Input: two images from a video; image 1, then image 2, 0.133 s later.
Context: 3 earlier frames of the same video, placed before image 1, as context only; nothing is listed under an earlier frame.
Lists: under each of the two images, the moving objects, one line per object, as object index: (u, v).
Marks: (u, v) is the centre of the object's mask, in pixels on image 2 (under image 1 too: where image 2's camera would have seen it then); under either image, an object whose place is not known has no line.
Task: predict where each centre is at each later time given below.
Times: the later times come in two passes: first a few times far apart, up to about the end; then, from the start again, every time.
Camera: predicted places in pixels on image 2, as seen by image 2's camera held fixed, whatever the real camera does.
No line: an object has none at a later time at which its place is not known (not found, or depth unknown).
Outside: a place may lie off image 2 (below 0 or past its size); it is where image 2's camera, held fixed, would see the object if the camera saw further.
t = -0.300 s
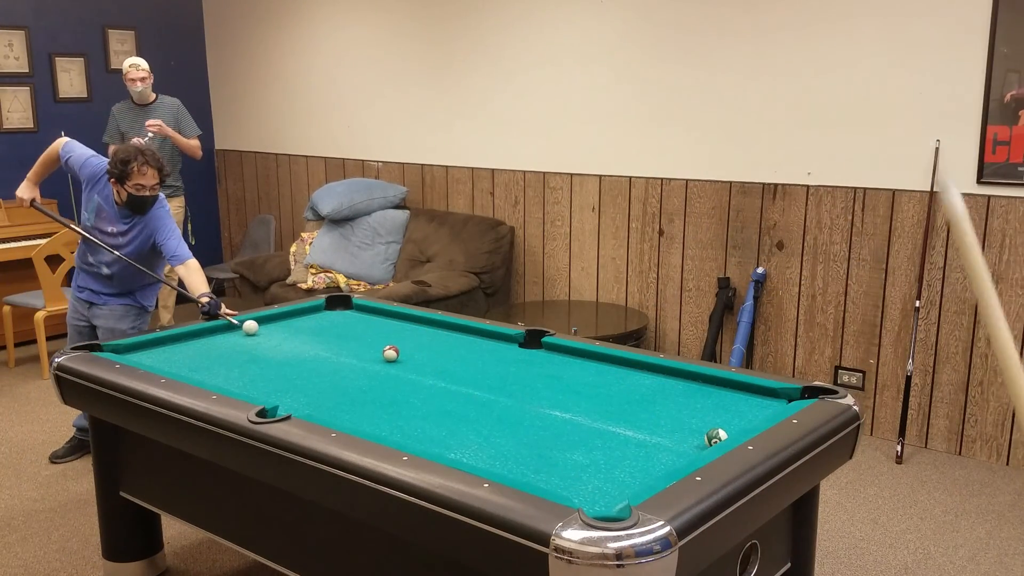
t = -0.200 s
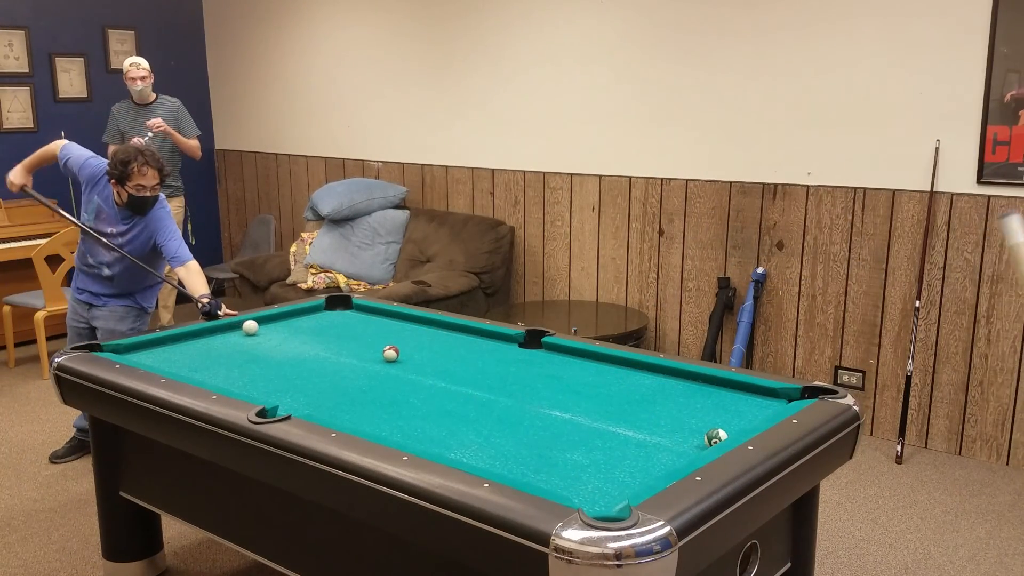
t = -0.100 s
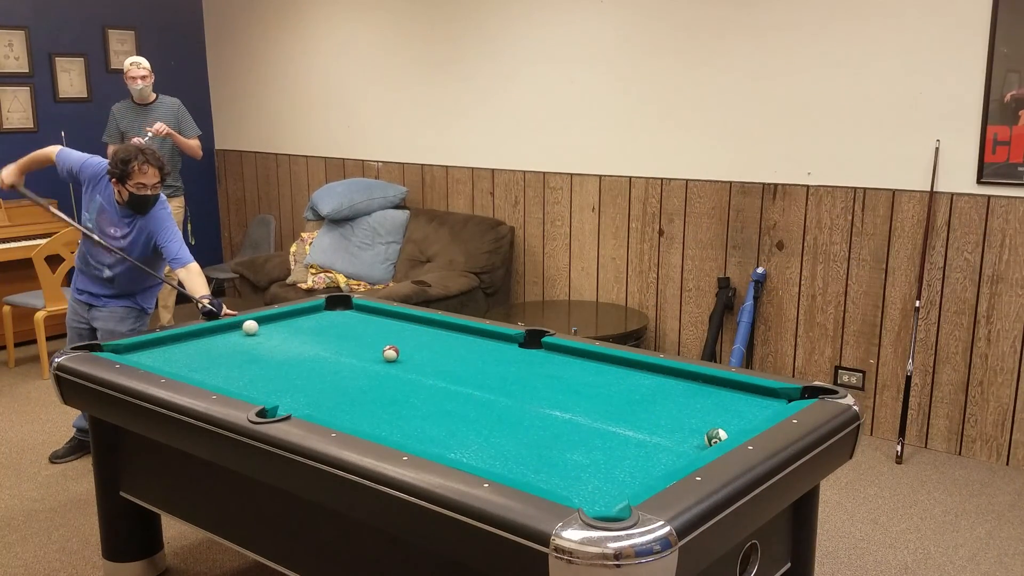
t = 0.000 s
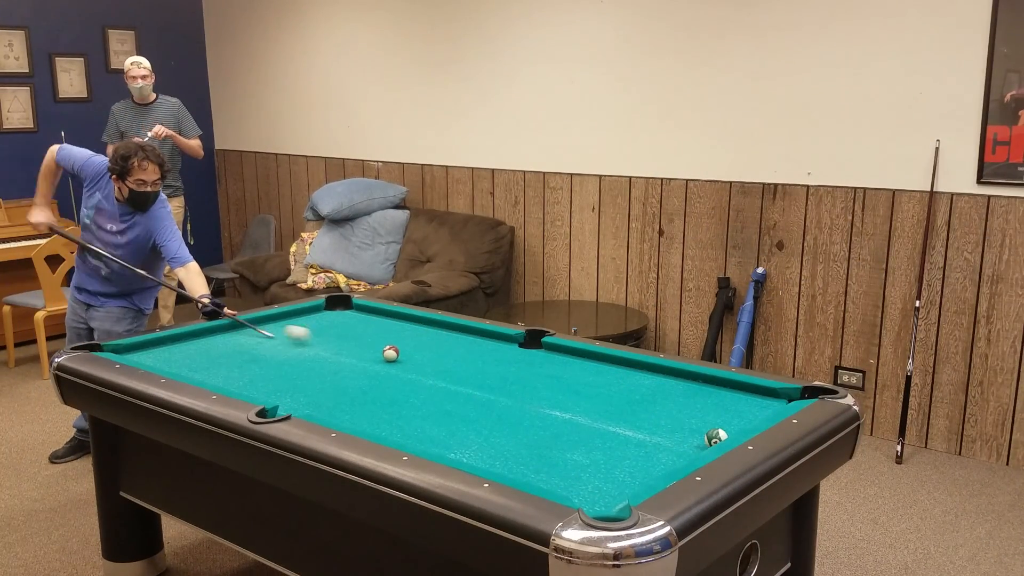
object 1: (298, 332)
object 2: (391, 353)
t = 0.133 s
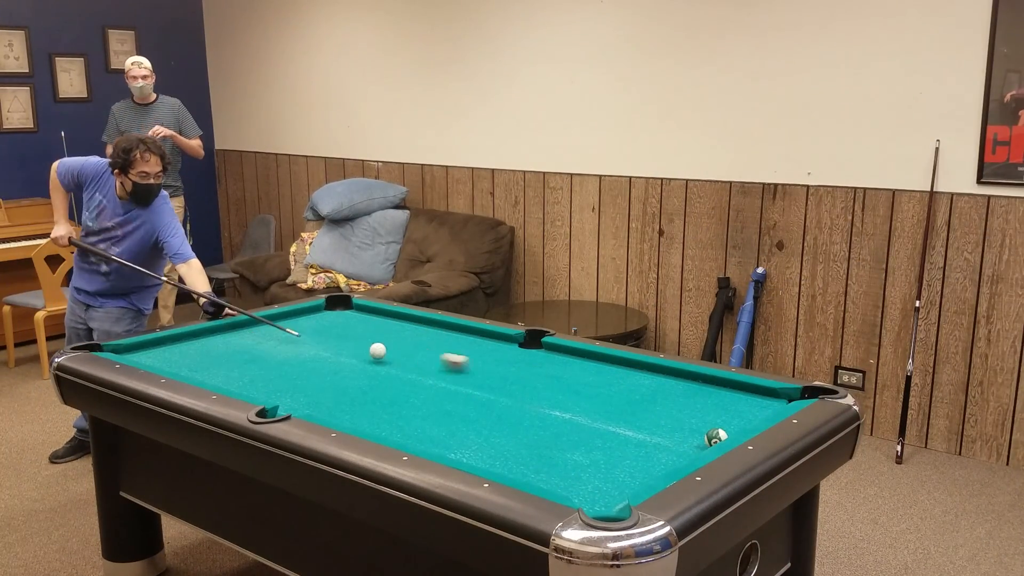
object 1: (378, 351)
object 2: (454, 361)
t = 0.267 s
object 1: (382, 359)
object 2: (611, 386)
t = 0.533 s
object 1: (392, 368)
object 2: (657, 386)
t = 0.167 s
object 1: (379, 355)
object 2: (493, 367)
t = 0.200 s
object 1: (380, 356)
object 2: (529, 374)
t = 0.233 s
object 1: (381, 357)
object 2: (571, 381)
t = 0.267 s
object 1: (382, 359)
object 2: (611, 386)
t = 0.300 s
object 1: (384, 360)
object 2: (651, 393)
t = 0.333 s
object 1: (385, 361)
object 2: (696, 401)
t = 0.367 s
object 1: (386, 362)
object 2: (740, 407)
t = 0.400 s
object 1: (387, 363)
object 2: (757, 409)
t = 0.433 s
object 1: (389, 364)
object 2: (732, 400)
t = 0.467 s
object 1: (390, 365)
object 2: (704, 396)
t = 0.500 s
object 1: (391, 367)
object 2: (681, 391)
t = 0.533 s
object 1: (392, 368)
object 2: (657, 386)
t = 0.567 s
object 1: (394, 369)
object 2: (637, 381)
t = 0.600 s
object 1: (395, 370)
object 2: (618, 377)
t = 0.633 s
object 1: (396, 371)
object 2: (600, 373)
